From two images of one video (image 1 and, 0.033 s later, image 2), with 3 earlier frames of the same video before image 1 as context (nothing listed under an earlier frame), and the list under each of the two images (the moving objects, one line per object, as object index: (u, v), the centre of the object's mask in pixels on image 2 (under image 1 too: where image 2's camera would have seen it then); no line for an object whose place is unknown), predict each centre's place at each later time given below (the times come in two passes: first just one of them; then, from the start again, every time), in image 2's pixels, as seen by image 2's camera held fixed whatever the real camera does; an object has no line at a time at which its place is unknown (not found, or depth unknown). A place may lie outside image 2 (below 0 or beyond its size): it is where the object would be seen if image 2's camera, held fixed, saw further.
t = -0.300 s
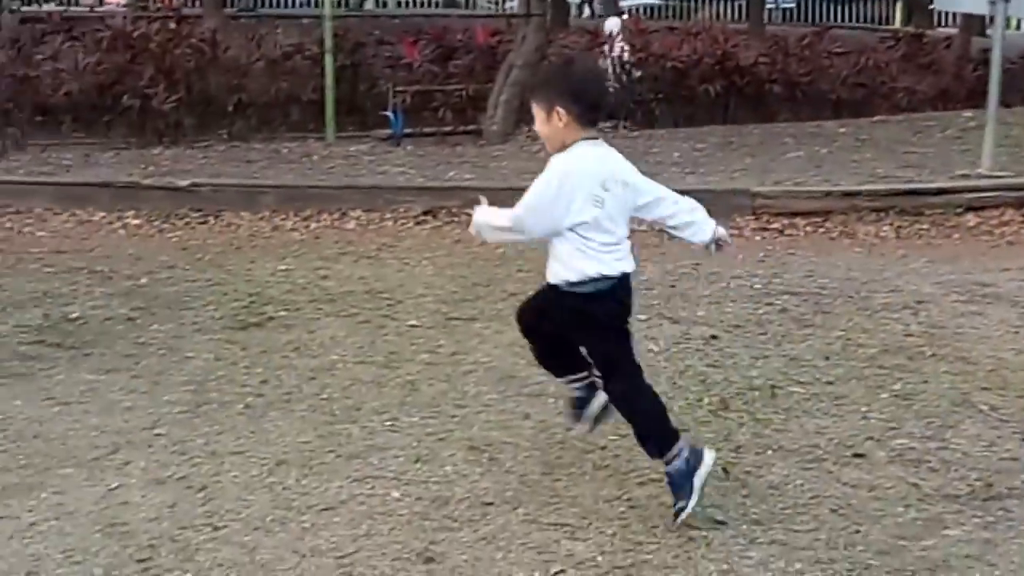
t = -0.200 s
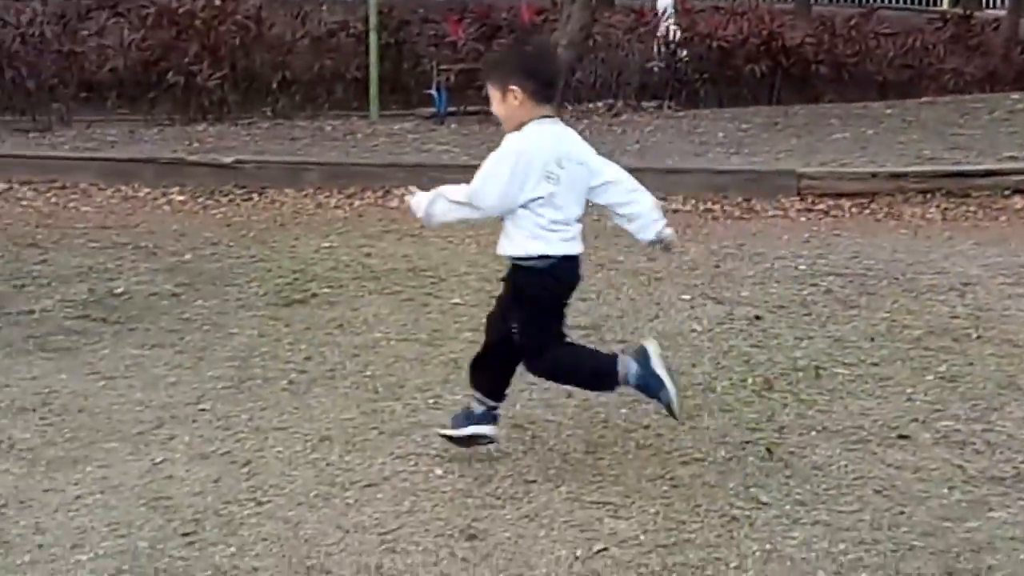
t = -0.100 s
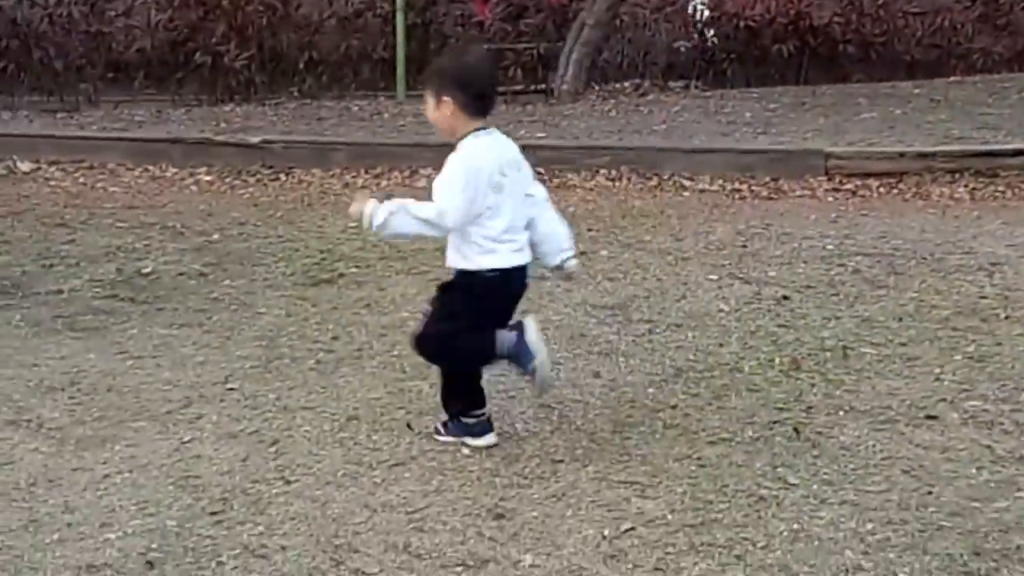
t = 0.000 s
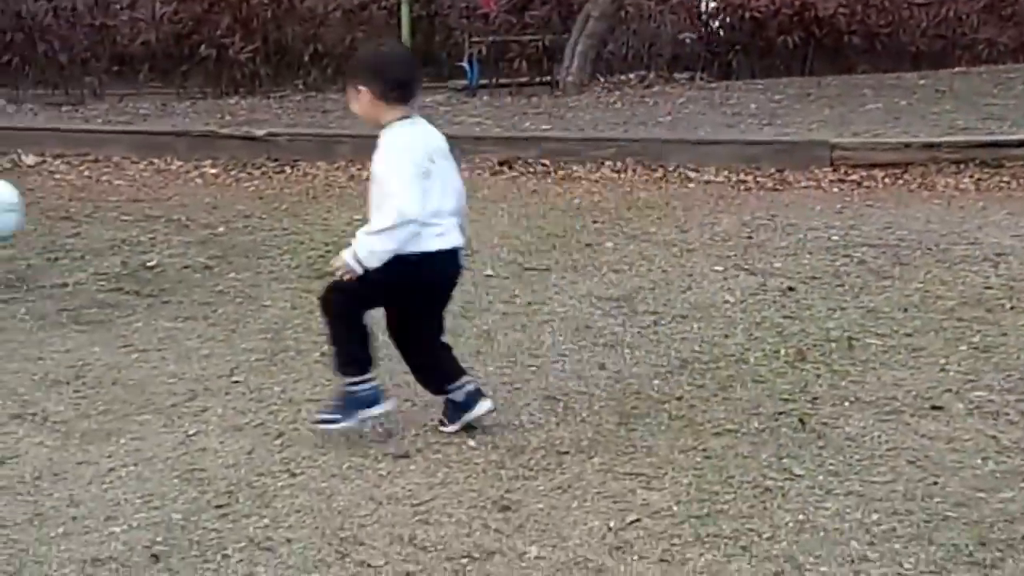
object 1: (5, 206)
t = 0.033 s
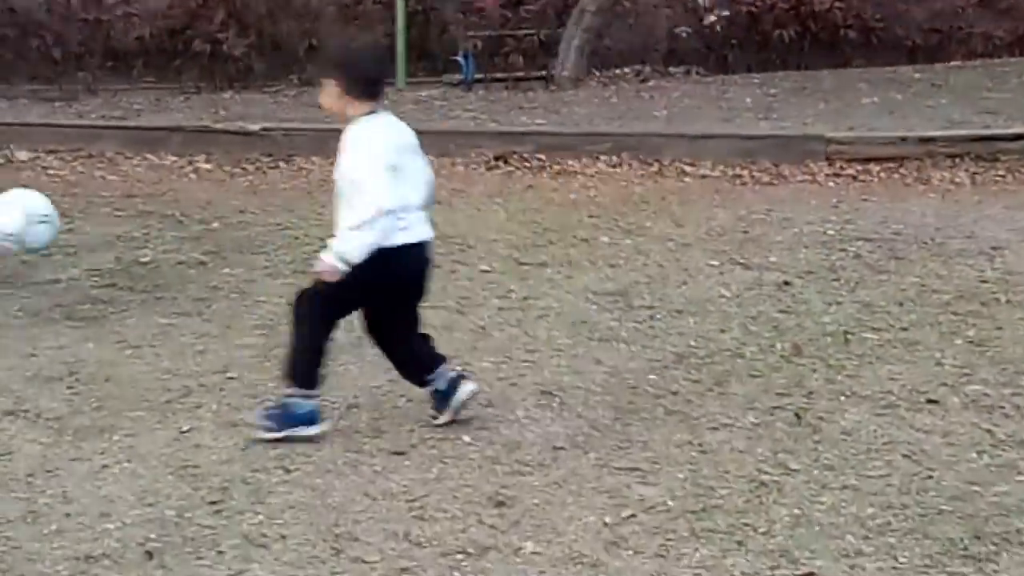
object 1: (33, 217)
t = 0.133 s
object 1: (157, 283)
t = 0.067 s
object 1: (68, 239)
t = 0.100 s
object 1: (112, 257)
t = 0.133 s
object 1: (157, 283)
